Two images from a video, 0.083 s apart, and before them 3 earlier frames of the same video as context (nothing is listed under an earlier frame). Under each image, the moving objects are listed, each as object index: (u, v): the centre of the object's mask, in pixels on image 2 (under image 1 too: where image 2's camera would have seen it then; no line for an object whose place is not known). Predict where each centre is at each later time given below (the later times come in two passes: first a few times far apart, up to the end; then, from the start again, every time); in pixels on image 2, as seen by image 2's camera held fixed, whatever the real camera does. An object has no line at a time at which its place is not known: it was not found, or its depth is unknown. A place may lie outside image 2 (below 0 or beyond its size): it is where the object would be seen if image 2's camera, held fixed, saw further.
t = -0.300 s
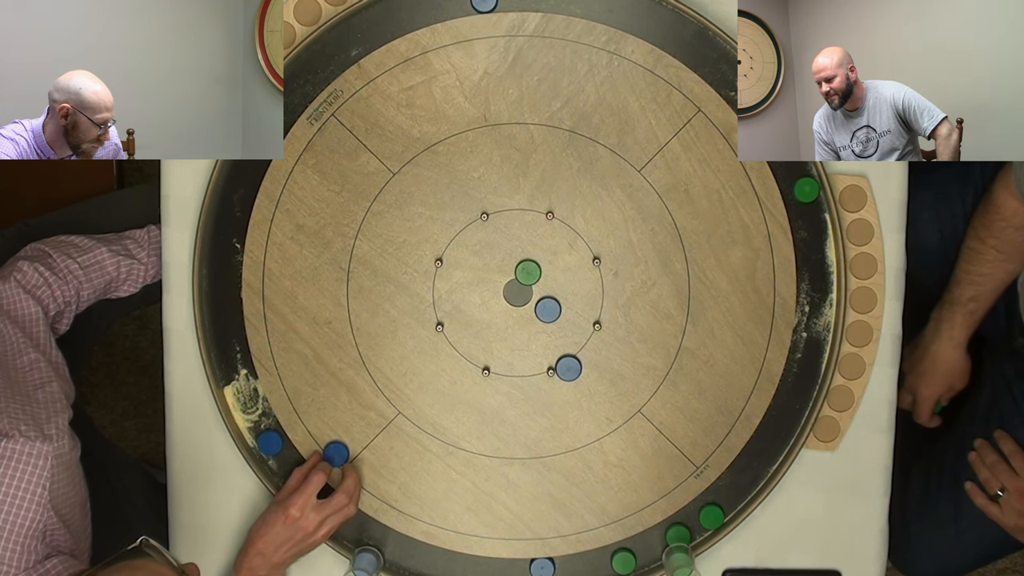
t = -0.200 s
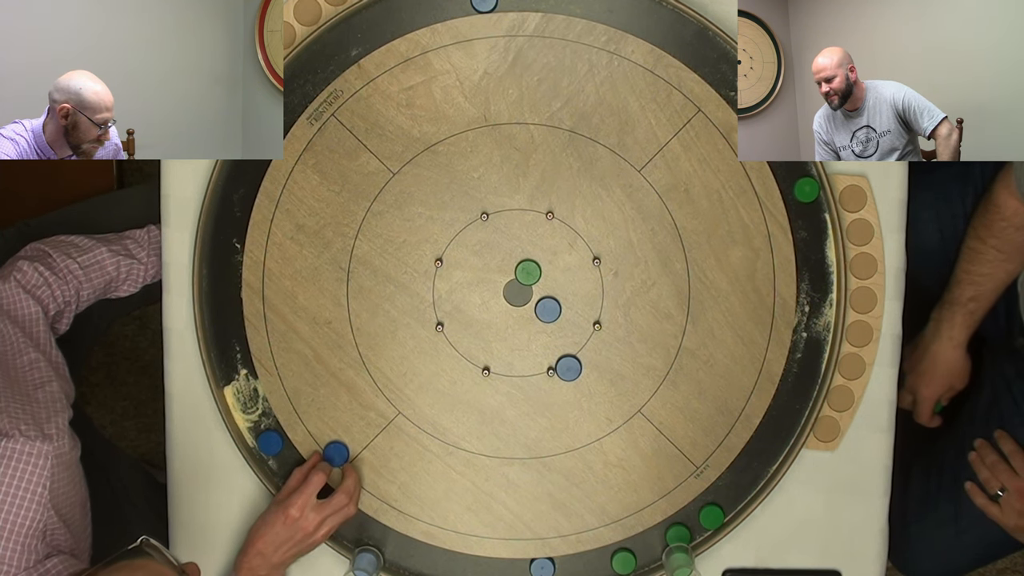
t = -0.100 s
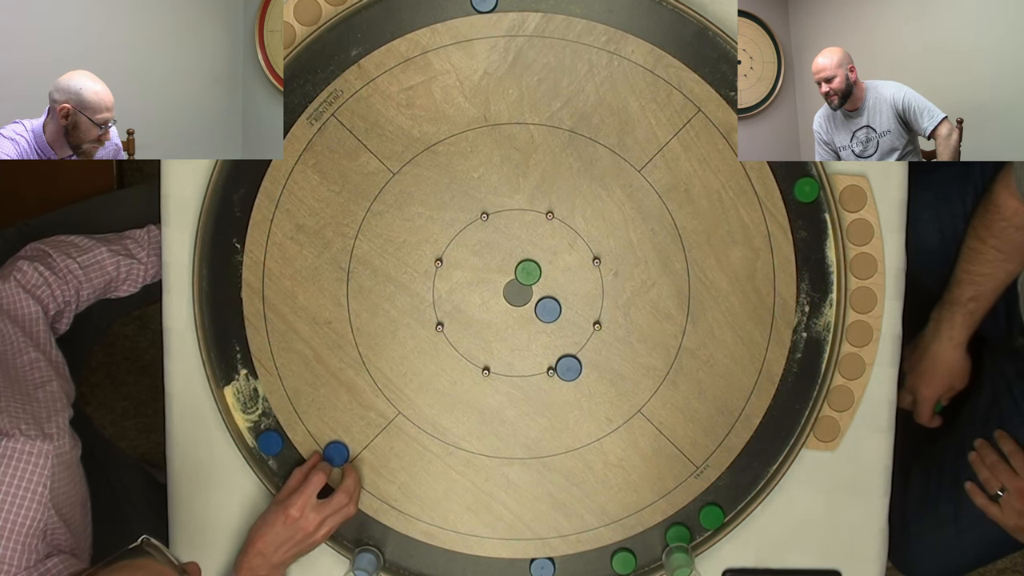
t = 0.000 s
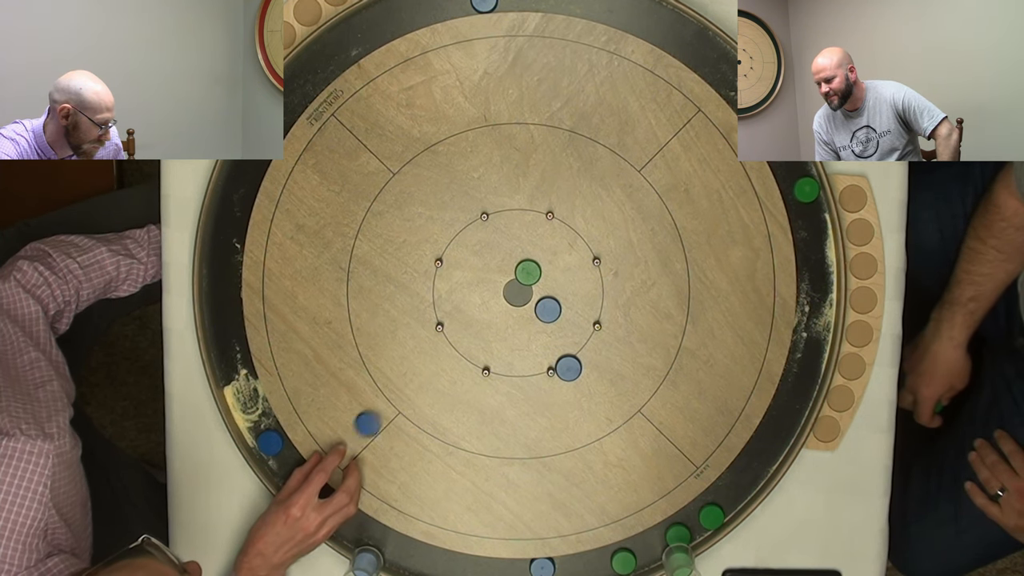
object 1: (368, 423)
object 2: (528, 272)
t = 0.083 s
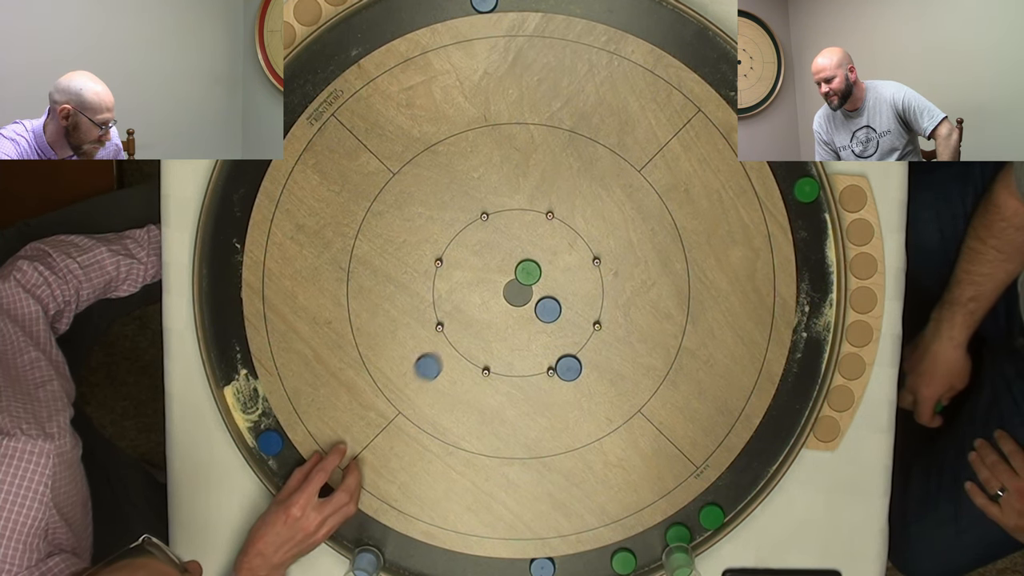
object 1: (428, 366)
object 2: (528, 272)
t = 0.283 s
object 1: (511, 286)
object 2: (569, 235)
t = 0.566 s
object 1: (511, 286)
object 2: (678, 135)
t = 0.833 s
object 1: (511, 286)
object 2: (703, 110)
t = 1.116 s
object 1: (511, 286)
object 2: (703, 109)
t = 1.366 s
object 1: (511, 286)
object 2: (703, 109)
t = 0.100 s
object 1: (440, 355)
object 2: (528, 272)
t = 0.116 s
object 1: (452, 344)
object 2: (528, 272)
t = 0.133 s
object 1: (463, 333)
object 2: (528, 272)
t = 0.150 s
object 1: (474, 322)
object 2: (528, 272)
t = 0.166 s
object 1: (484, 312)
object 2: (528, 272)
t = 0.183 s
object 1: (495, 302)
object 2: (528, 272)
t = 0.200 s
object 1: (506, 292)
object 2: (528, 272)
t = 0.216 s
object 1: (509, 289)
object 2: (534, 266)
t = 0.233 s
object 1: (509, 287)
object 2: (543, 258)
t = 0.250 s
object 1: (510, 287)
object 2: (552, 251)
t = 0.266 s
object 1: (511, 286)
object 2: (560, 243)
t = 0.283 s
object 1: (511, 286)
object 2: (569, 235)
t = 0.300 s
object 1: (511, 286)
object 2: (576, 228)
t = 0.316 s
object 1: (511, 286)
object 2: (585, 221)
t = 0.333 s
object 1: (511, 286)
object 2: (592, 214)
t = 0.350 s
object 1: (511, 286)
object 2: (600, 207)
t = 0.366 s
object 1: (511, 286)
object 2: (607, 200)
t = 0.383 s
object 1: (511, 286)
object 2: (615, 194)
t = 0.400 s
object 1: (511, 286)
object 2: (622, 187)
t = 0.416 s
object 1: (511, 286)
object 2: (629, 181)
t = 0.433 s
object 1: (511, 286)
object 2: (636, 175)
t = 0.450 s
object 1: (511, 286)
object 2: (642, 169)
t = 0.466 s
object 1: (511, 286)
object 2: (648, 163)
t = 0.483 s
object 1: (511, 286)
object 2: (654, 157)
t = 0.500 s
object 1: (511, 286)
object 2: (660, 152)
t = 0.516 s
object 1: (511, 286)
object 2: (665, 147)
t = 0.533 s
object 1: (511, 286)
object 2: (669, 143)
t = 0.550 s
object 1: (511, 286)
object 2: (674, 139)
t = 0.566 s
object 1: (511, 286)
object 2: (678, 135)
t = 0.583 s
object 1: (511, 286)
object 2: (682, 131)
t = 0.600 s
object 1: (511, 286)
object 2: (685, 128)
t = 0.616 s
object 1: (511, 286)
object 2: (688, 124)
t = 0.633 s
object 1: (511, 286)
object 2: (691, 122)
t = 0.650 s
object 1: (511, 286)
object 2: (694, 119)
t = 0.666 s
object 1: (511, 286)
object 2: (696, 117)
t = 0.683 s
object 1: (511, 286)
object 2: (698, 115)
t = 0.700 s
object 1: (511, 286)
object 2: (699, 113)
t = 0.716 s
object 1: (511, 286)
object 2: (701, 112)
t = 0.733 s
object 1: (511, 286)
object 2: (702, 111)
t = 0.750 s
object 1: (511, 286)
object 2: (702, 110)
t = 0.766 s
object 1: (511, 286)
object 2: (703, 110)
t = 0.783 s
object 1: (511, 286)
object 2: (703, 109)
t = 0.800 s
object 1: (511, 286)
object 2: (703, 109)
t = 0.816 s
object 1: (511, 286)
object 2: (703, 109)
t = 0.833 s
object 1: (511, 286)
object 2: (703, 110)
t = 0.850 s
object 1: (511, 286)
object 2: (703, 109)
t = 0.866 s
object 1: (511, 286)
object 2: (703, 109)
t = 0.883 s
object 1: (511, 286)
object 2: (703, 109)
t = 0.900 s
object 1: (511, 286)
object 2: (703, 109)
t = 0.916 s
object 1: (511, 286)
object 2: (703, 109)
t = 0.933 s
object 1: (511, 286)
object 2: (703, 109)
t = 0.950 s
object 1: (511, 286)
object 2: (703, 109)
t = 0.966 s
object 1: (511, 286)
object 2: (703, 109)
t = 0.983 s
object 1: (511, 286)
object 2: (703, 109)
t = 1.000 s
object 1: (511, 286)
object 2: (703, 109)
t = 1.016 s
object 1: (511, 286)
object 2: (703, 109)
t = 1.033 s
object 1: (511, 286)
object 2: (703, 109)
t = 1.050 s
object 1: (511, 286)
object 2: (703, 109)
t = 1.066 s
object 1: (511, 286)
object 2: (703, 109)
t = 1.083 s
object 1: (511, 286)
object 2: (703, 109)
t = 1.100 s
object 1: (511, 286)
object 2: (703, 109)
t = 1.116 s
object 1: (511, 286)
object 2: (703, 109)
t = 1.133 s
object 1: (511, 286)
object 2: (703, 109)
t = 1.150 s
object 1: (511, 286)
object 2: (703, 109)
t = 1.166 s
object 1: (511, 286)
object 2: (703, 109)
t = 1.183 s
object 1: (511, 286)
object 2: (703, 109)
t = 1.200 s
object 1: (511, 286)
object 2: (703, 109)
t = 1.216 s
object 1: (511, 286)
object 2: (703, 109)
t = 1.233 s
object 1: (511, 286)
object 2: (703, 109)
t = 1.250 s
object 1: (511, 286)
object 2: (703, 109)
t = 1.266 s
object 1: (511, 286)
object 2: (703, 109)
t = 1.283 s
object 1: (511, 286)
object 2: (703, 109)
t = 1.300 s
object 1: (511, 286)
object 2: (703, 109)
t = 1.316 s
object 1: (511, 286)
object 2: (703, 109)
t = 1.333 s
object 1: (511, 286)
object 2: (703, 109)
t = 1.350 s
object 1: (511, 286)
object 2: (703, 109)
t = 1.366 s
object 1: (511, 286)
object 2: (703, 109)
